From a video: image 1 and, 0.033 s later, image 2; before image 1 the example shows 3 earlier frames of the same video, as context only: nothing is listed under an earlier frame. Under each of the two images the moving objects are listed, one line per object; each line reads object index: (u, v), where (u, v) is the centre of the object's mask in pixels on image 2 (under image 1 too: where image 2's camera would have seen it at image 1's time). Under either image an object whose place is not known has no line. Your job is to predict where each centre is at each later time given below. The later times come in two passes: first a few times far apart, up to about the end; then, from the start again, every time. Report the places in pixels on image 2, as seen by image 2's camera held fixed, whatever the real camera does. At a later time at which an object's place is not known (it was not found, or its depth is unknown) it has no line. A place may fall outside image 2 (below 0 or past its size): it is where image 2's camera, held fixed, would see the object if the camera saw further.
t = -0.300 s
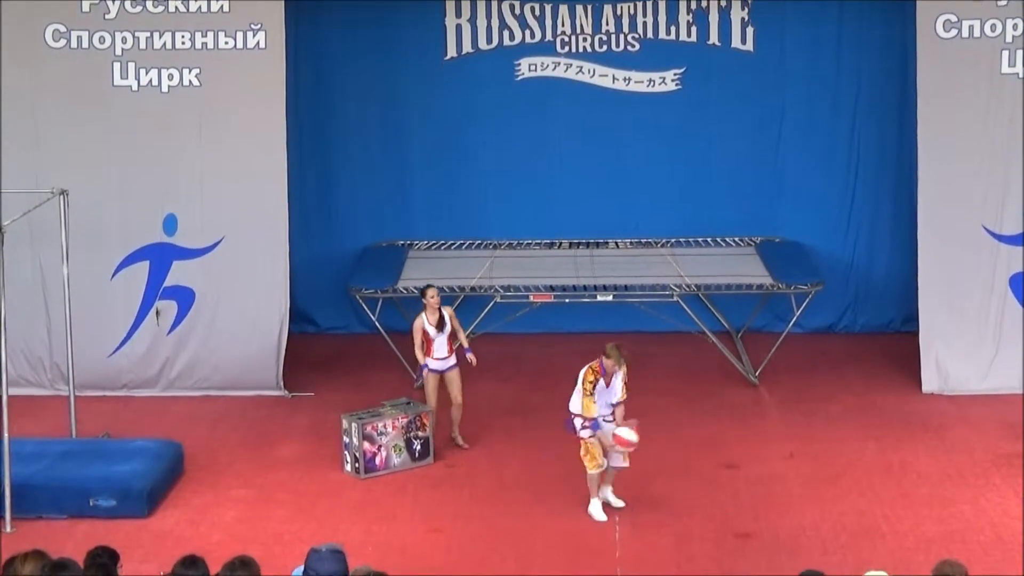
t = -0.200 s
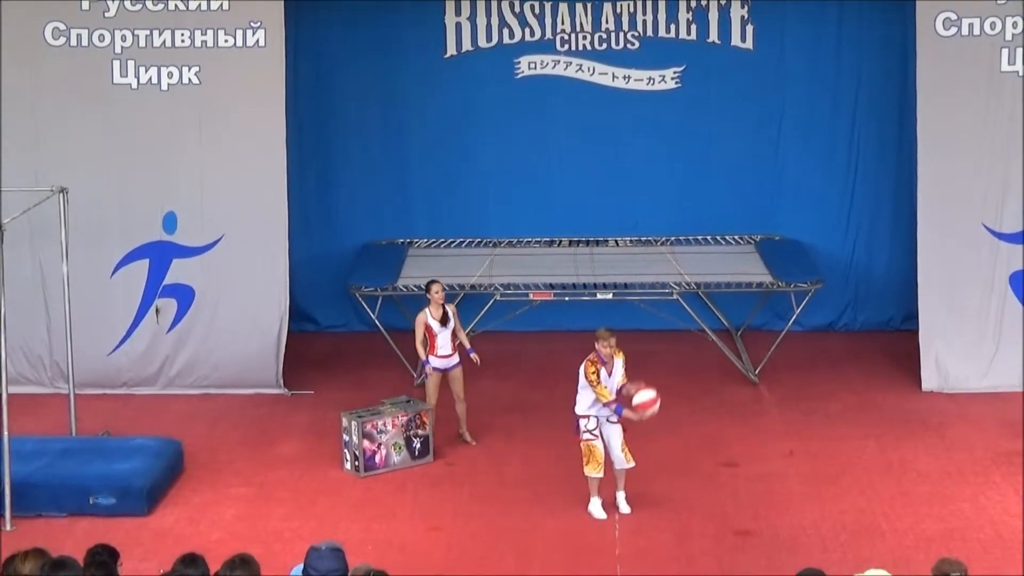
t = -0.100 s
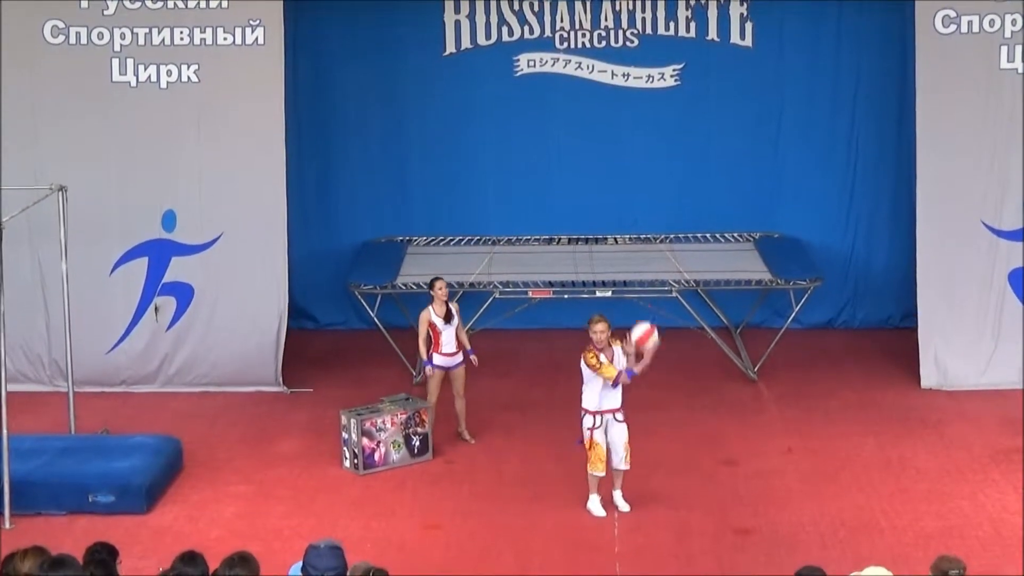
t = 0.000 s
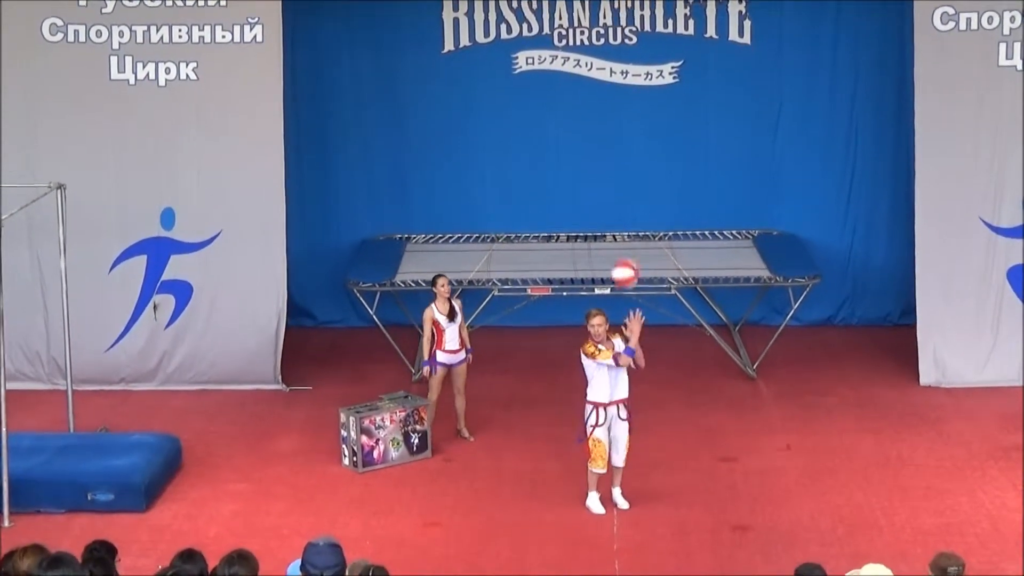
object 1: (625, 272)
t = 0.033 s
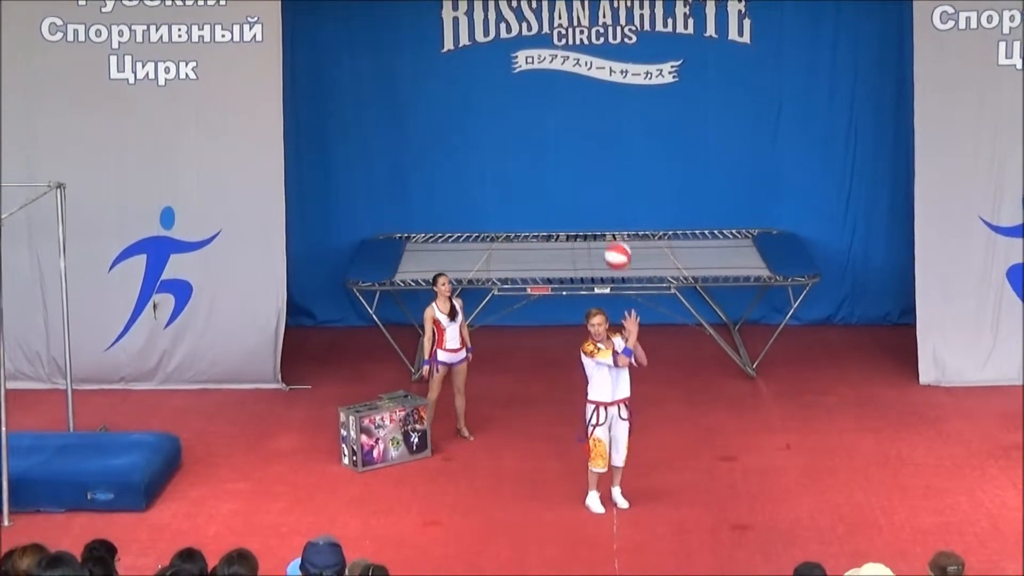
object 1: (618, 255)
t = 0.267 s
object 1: (576, 176)
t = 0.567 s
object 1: (527, 164)
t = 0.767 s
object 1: (498, 205)
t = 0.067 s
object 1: (612, 240)
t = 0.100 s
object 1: (606, 226)
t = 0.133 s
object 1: (599, 213)
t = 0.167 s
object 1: (593, 202)
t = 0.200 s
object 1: (587, 193)
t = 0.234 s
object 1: (582, 184)
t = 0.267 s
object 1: (576, 176)
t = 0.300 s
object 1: (570, 170)
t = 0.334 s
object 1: (564, 164)
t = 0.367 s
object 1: (559, 161)
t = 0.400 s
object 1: (553, 158)
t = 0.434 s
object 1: (548, 157)
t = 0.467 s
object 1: (542, 157)
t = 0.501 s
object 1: (538, 158)
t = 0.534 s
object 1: (532, 160)
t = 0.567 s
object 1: (527, 164)
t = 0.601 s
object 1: (522, 169)
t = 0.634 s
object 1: (517, 174)
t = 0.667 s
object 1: (512, 179)
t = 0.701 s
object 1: (507, 186)
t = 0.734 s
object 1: (502, 196)
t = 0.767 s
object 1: (498, 205)
